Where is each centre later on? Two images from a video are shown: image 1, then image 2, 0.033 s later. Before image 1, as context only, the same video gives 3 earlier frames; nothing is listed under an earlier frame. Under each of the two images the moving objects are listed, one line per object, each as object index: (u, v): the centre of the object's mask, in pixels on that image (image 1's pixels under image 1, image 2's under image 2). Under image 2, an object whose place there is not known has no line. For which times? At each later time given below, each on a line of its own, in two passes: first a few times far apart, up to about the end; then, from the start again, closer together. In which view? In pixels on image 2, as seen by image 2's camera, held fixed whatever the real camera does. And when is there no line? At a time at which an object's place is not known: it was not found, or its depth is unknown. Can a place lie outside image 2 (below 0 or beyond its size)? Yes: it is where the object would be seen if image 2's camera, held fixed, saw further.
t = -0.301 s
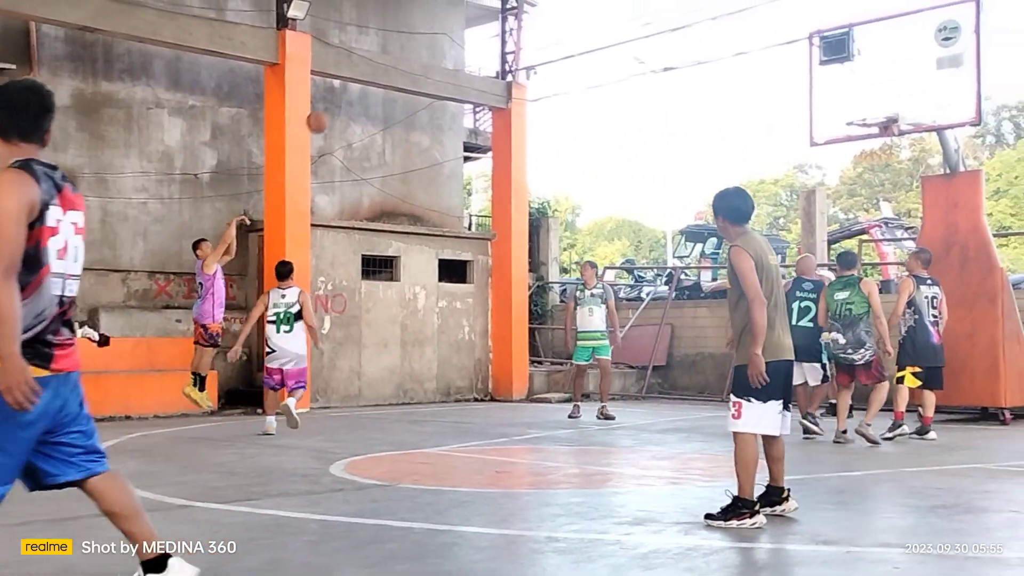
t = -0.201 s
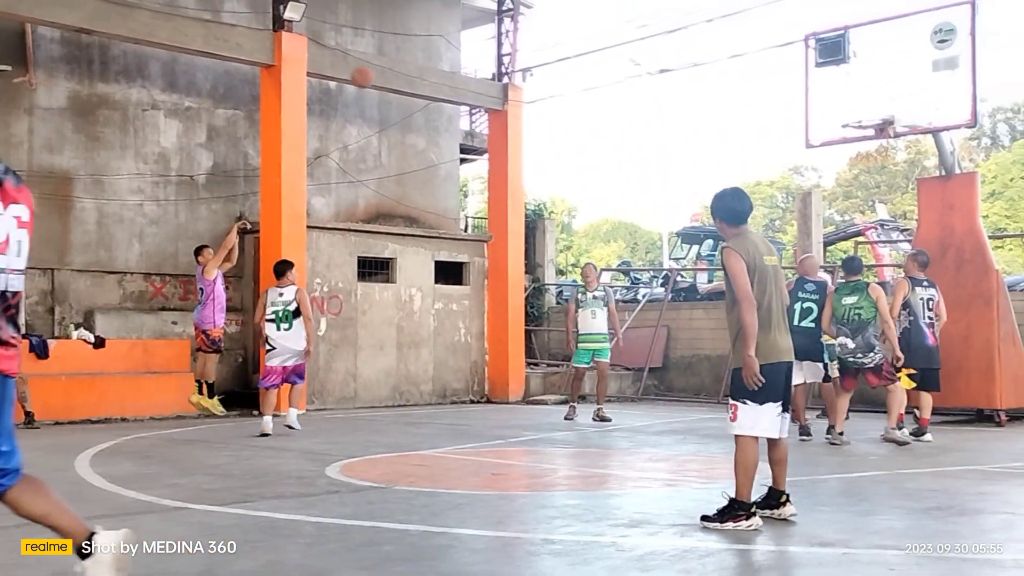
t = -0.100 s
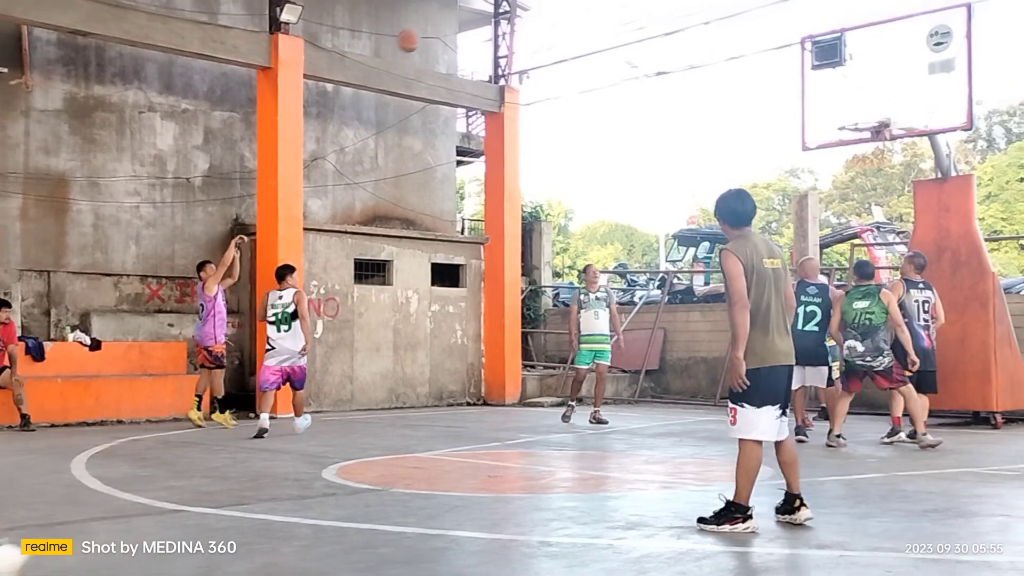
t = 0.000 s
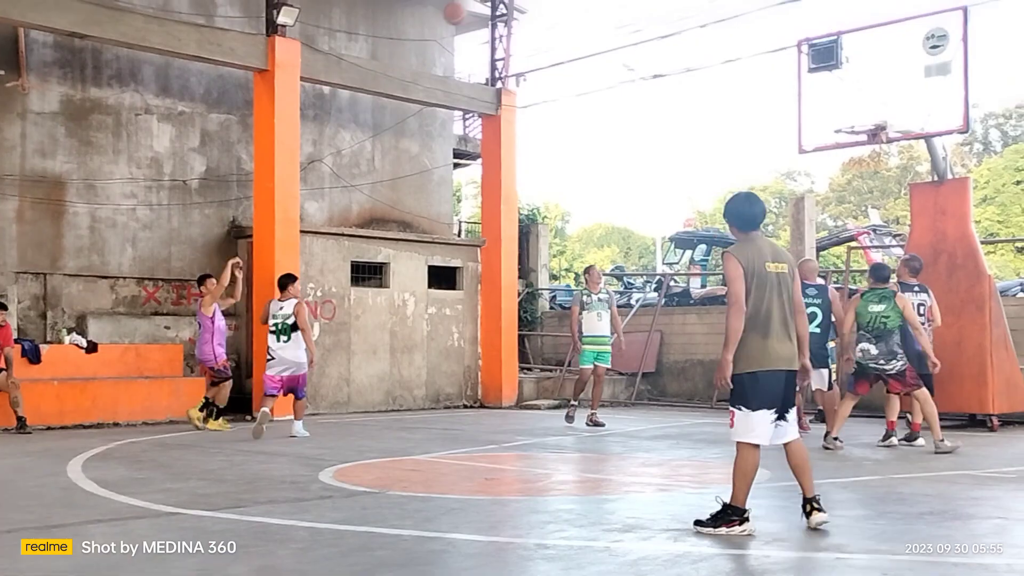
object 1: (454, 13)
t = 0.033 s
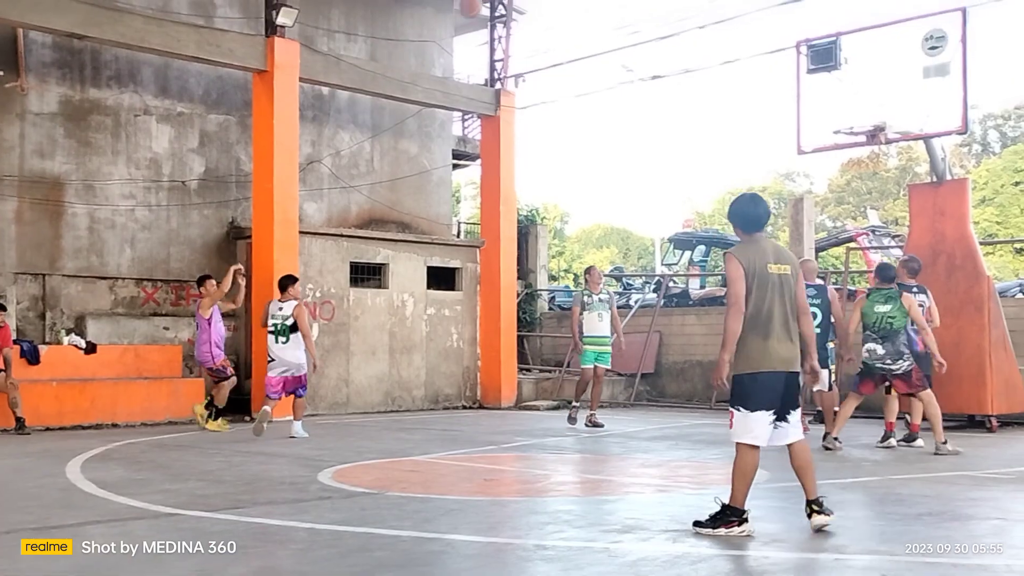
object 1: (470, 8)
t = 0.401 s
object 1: (655, -4)
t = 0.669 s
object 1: (795, 53)
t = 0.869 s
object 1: (853, 107)
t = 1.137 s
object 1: (736, 72)
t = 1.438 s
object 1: (599, 120)
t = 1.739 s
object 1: (455, 270)
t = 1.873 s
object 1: (387, 373)
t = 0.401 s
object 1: (655, -4)
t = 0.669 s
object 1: (795, 53)
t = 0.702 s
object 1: (813, 66)
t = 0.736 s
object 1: (830, 81)
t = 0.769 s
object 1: (848, 97)
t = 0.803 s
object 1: (866, 113)
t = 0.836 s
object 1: (867, 117)
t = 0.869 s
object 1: (853, 107)
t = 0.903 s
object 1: (839, 99)
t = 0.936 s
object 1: (824, 92)
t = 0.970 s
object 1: (809, 86)
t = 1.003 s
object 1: (795, 81)
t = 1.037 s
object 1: (780, 77)
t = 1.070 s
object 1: (765, 75)
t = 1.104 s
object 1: (750, 73)
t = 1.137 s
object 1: (736, 72)
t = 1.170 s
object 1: (721, 73)
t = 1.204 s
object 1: (706, 75)
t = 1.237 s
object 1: (691, 78)
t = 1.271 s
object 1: (675, 82)
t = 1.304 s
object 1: (660, 86)
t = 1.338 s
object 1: (645, 93)
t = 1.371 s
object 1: (630, 101)
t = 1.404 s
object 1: (614, 110)
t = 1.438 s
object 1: (599, 120)
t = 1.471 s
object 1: (583, 131)
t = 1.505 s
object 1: (567, 144)
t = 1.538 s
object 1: (551, 158)
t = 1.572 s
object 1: (536, 173)
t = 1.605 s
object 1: (520, 190)
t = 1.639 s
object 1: (504, 207)
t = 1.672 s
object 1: (488, 227)
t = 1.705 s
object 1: (472, 248)
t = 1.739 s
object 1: (455, 270)
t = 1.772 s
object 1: (439, 292)
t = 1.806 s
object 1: (422, 318)
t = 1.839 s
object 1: (405, 344)
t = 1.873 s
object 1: (387, 373)
